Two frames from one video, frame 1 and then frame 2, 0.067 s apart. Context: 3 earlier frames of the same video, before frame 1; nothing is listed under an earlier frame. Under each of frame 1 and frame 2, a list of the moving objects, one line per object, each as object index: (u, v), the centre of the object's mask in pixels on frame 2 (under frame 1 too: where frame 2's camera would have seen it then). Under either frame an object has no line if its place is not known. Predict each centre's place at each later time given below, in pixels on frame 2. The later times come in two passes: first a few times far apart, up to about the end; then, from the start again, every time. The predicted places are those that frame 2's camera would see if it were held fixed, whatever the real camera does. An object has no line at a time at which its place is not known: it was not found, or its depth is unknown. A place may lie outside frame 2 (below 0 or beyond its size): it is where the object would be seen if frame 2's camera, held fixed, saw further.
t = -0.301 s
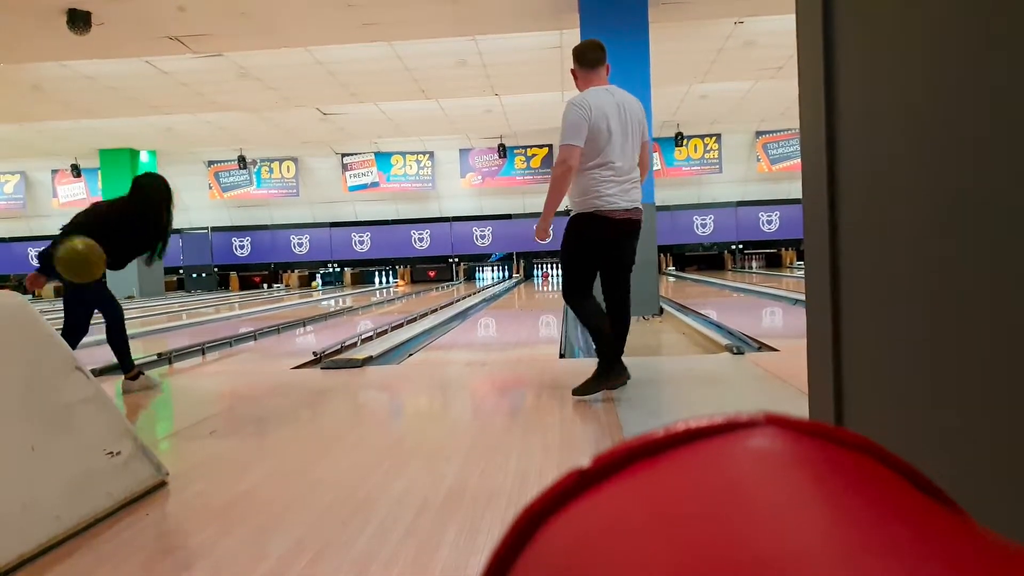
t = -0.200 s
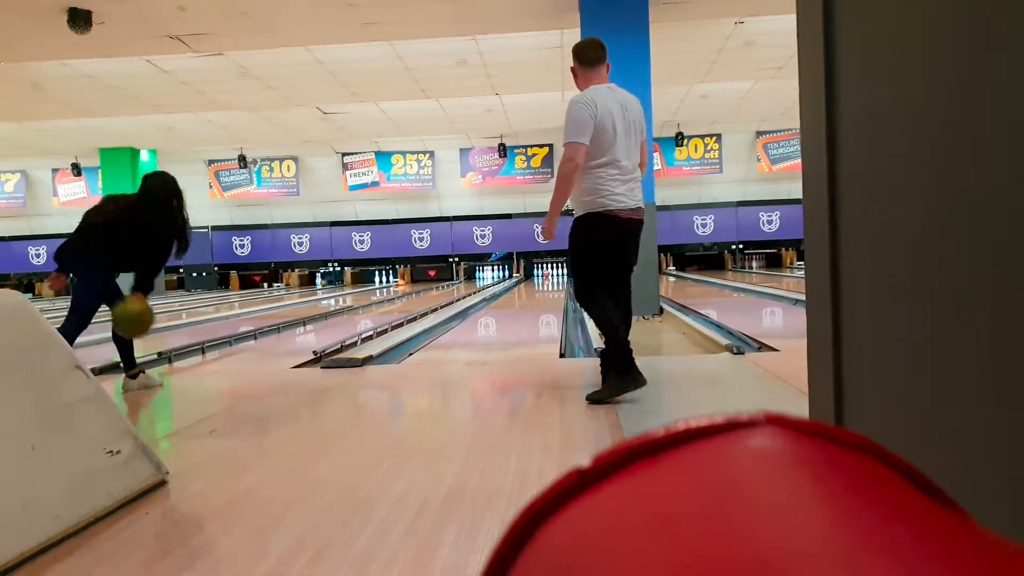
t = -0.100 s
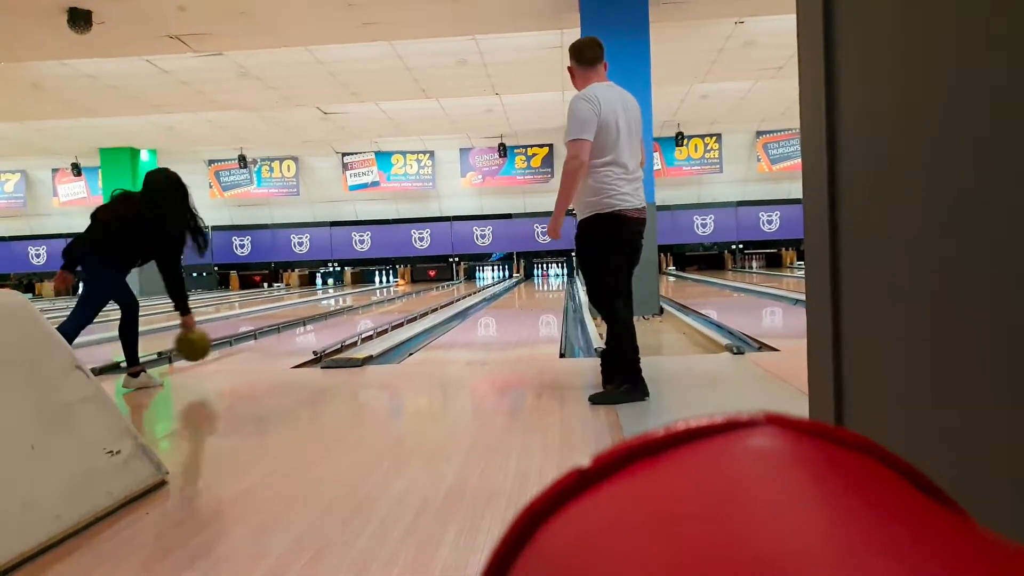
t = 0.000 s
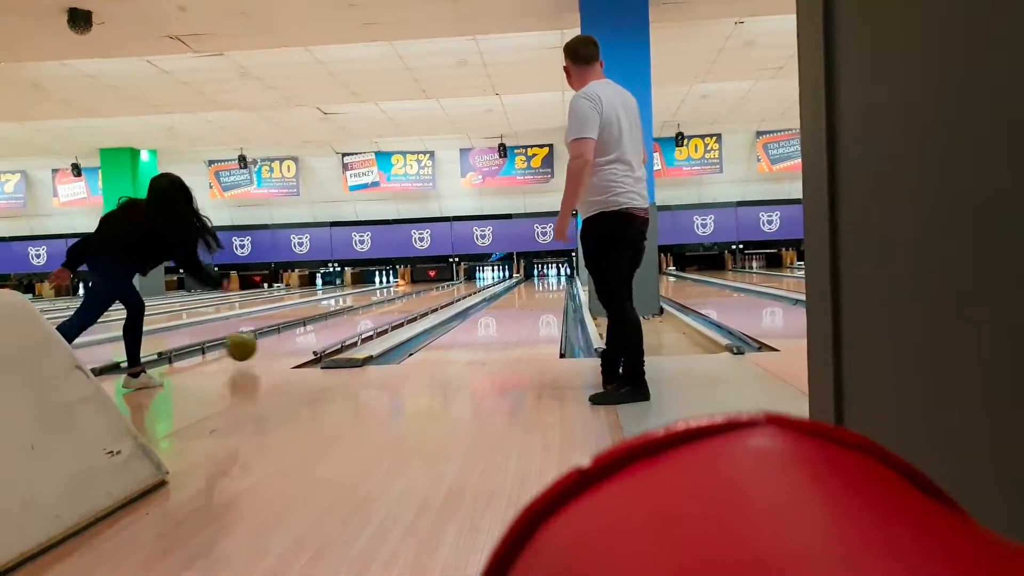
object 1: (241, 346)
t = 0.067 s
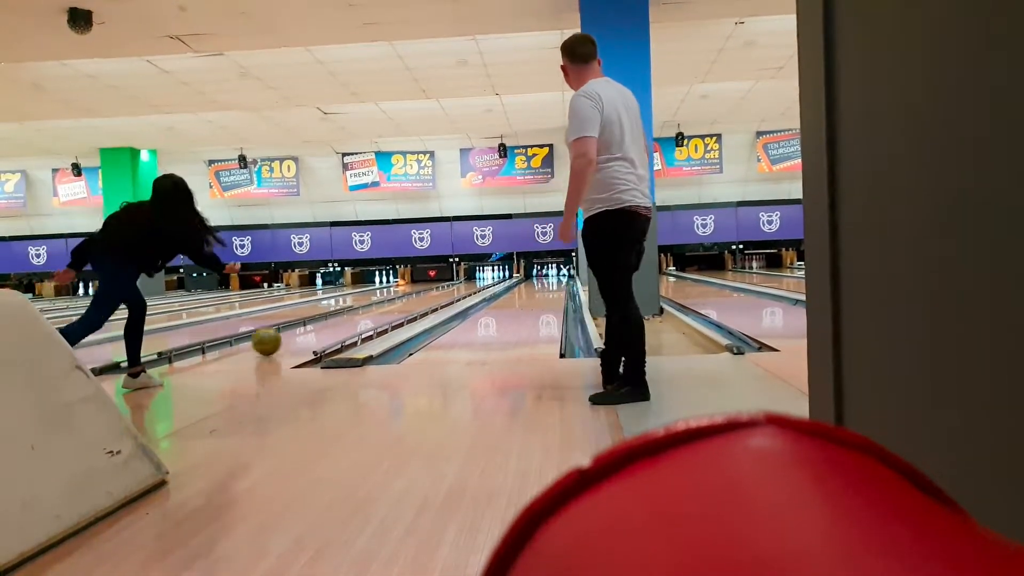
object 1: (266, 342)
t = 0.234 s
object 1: (315, 328)
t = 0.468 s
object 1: (361, 315)
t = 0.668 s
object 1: (389, 306)
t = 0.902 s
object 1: (412, 299)
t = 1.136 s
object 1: (429, 295)
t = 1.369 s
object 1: (441, 284)
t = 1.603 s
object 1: (450, 281)
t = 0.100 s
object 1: (277, 339)
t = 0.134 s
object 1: (288, 336)
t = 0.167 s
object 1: (298, 333)
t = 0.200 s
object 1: (307, 330)
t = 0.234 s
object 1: (315, 328)
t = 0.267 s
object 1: (323, 326)
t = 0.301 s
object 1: (330, 323)
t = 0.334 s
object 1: (337, 321)
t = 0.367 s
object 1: (344, 319)
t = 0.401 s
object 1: (350, 317)
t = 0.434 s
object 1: (356, 315)
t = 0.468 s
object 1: (361, 315)
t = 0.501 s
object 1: (367, 313)
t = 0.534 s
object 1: (371, 312)
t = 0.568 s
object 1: (376, 310)
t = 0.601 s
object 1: (380, 309)
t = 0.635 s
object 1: (384, 307)
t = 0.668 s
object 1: (389, 306)
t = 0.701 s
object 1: (392, 305)
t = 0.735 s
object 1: (396, 304)
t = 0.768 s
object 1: (400, 303)
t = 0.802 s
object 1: (403, 302)
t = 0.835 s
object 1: (406, 301)
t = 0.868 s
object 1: (410, 300)
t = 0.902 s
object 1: (412, 299)
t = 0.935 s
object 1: (415, 298)
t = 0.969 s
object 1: (418, 298)
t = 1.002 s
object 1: (421, 296)
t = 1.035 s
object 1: (423, 296)
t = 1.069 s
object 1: (425, 296)
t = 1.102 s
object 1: (427, 295)
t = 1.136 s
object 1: (429, 295)
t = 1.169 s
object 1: (432, 294)
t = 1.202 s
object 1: (433, 293)
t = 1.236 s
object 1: (436, 292)
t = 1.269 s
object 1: (437, 291)
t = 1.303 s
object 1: (439, 286)
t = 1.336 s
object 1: (440, 286)
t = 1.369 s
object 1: (441, 284)
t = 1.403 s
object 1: (443, 282)
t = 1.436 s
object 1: (444, 284)
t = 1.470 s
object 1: (446, 282)
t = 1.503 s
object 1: (447, 281)
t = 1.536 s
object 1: (447, 281)
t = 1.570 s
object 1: (448, 280)
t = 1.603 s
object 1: (450, 281)
